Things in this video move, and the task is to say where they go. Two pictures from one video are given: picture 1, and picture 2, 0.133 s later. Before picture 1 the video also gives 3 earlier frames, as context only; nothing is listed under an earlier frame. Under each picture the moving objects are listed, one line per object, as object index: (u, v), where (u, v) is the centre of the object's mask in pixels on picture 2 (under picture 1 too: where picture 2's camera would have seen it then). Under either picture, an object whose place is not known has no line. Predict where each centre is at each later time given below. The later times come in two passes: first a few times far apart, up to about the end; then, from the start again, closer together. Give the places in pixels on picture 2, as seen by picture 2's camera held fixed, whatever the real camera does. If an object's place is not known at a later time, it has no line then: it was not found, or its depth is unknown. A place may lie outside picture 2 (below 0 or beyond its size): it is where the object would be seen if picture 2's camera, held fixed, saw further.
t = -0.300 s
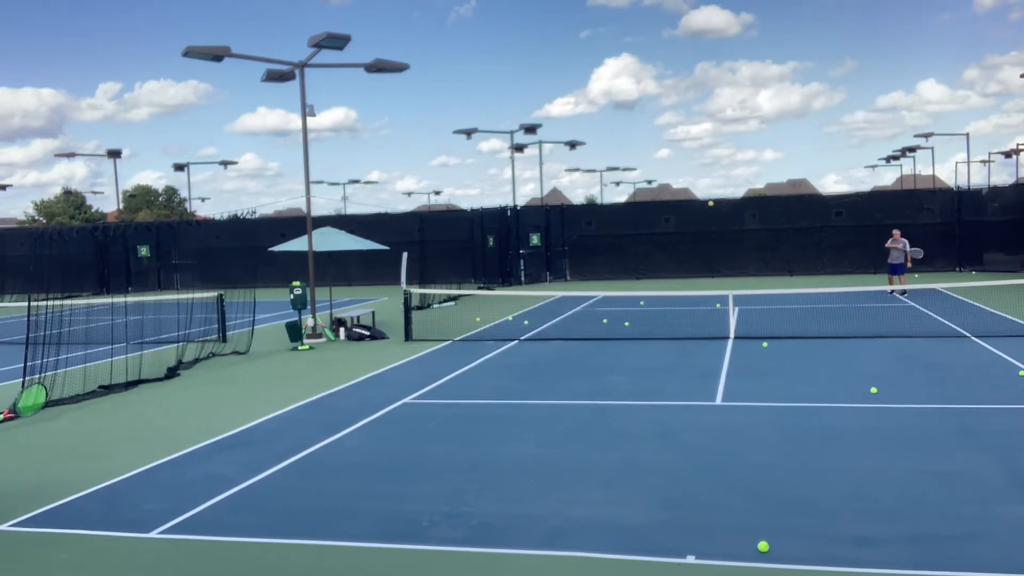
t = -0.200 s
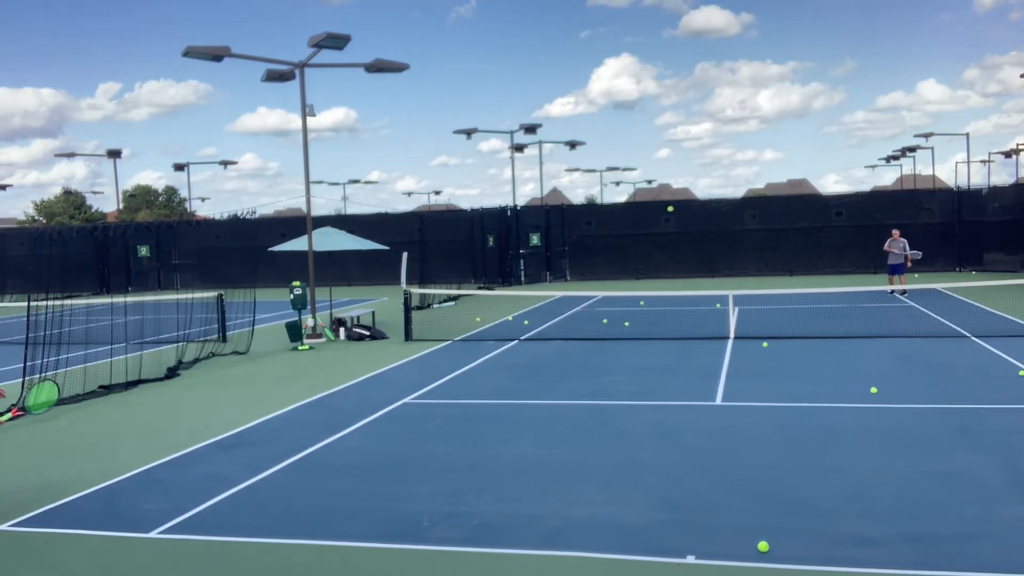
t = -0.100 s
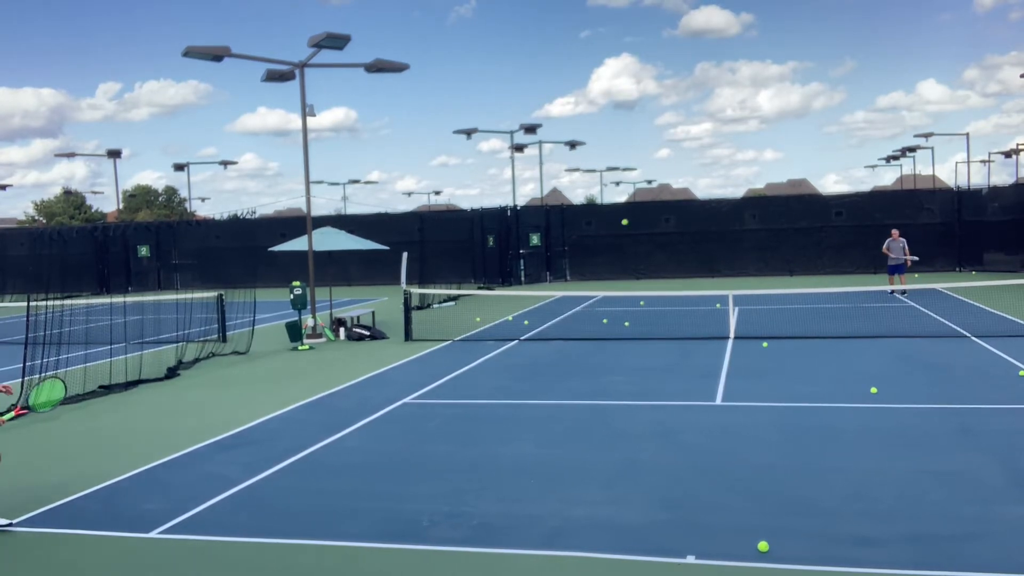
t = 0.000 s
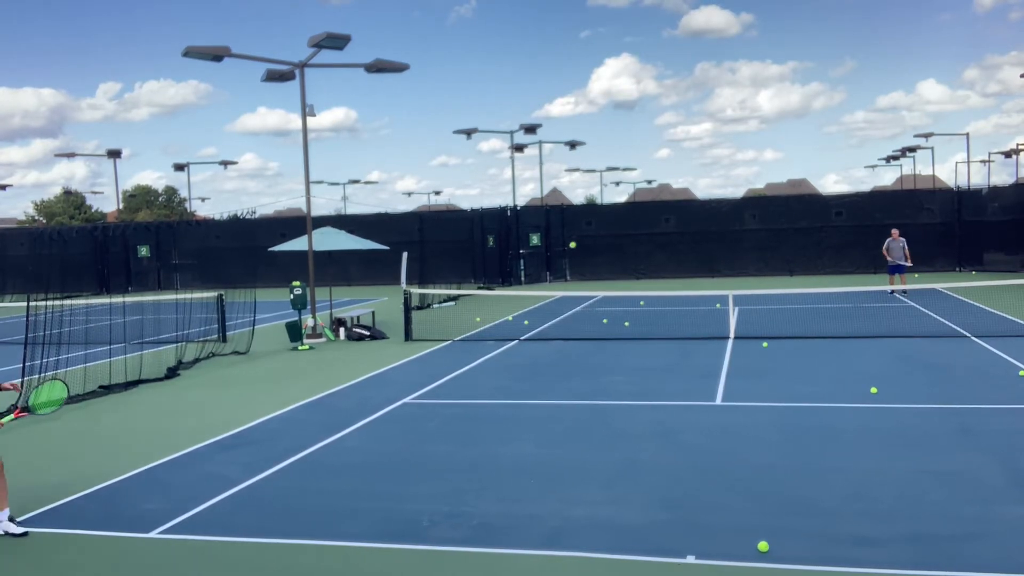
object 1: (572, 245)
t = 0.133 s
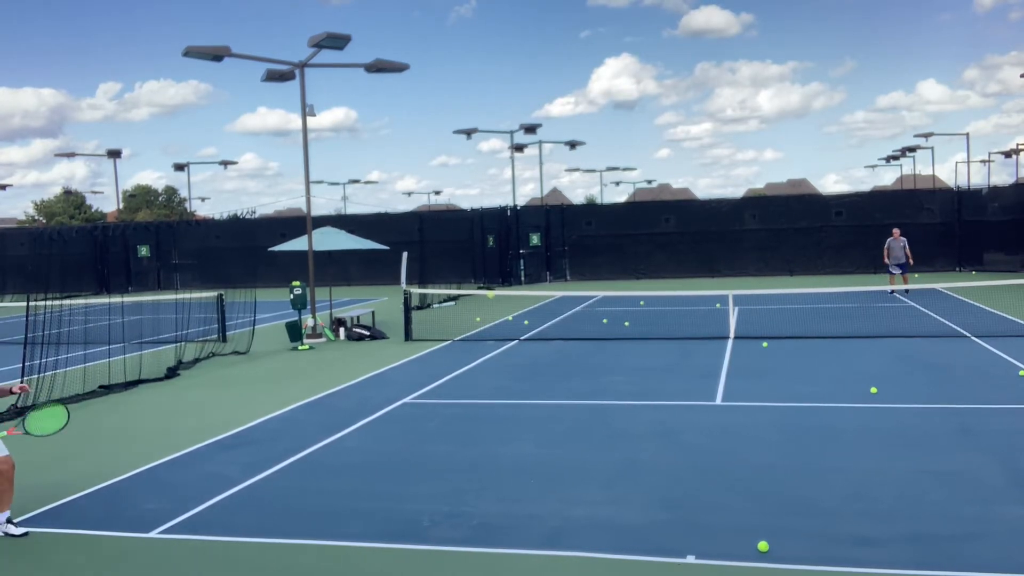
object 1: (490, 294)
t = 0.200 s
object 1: (443, 329)
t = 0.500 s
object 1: (184, 432)
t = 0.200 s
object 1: (443, 329)
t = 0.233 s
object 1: (417, 350)
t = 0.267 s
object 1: (389, 371)
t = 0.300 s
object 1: (360, 397)
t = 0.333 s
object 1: (329, 425)
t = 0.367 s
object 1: (296, 455)
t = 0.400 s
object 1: (266, 472)
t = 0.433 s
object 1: (240, 458)
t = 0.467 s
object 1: (213, 445)
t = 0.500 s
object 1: (184, 432)
